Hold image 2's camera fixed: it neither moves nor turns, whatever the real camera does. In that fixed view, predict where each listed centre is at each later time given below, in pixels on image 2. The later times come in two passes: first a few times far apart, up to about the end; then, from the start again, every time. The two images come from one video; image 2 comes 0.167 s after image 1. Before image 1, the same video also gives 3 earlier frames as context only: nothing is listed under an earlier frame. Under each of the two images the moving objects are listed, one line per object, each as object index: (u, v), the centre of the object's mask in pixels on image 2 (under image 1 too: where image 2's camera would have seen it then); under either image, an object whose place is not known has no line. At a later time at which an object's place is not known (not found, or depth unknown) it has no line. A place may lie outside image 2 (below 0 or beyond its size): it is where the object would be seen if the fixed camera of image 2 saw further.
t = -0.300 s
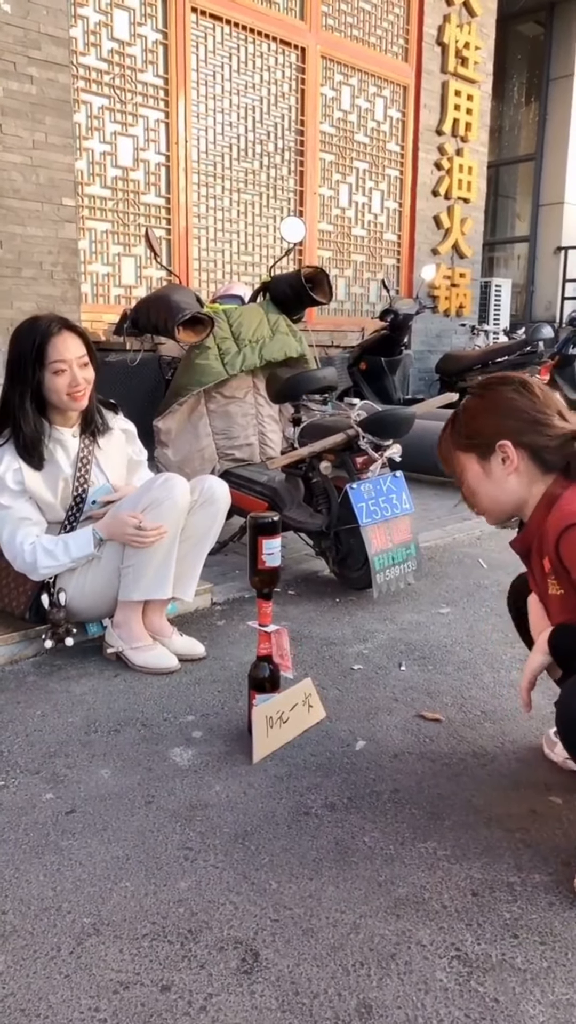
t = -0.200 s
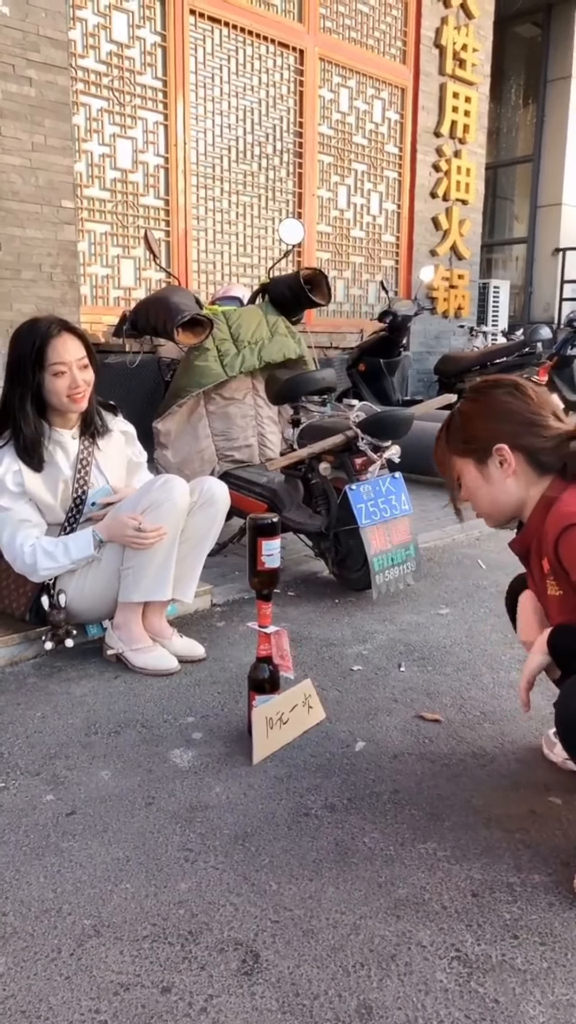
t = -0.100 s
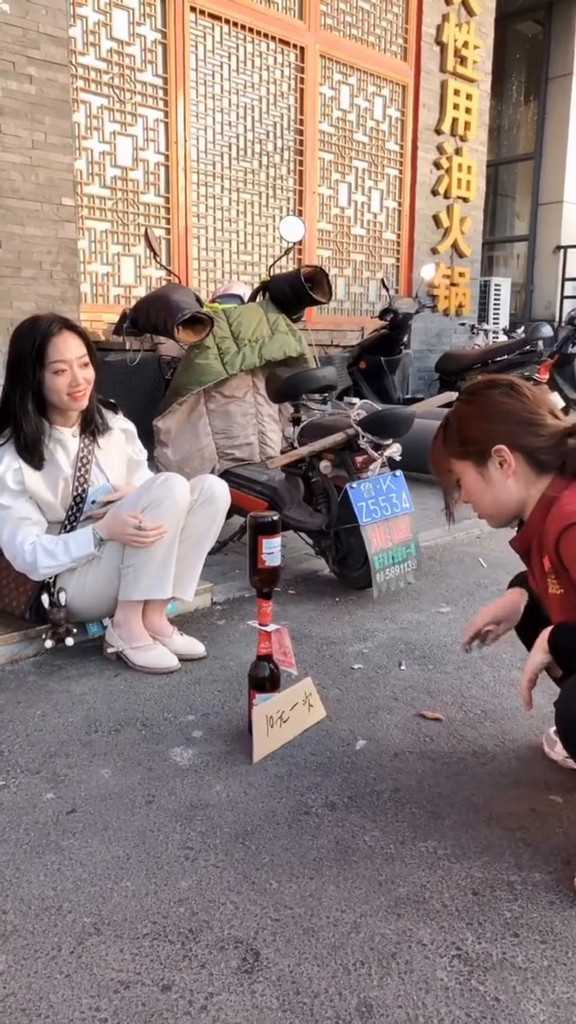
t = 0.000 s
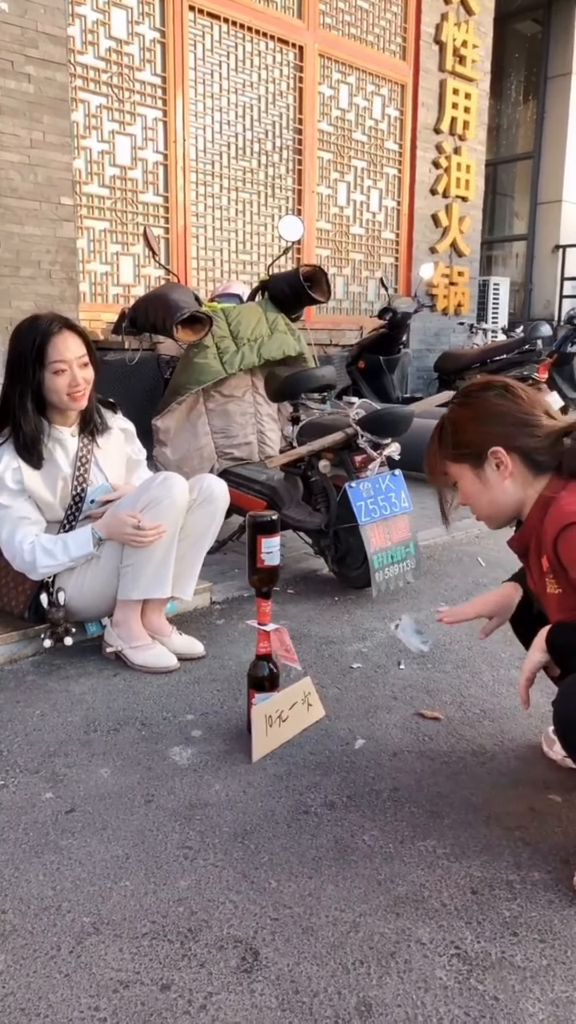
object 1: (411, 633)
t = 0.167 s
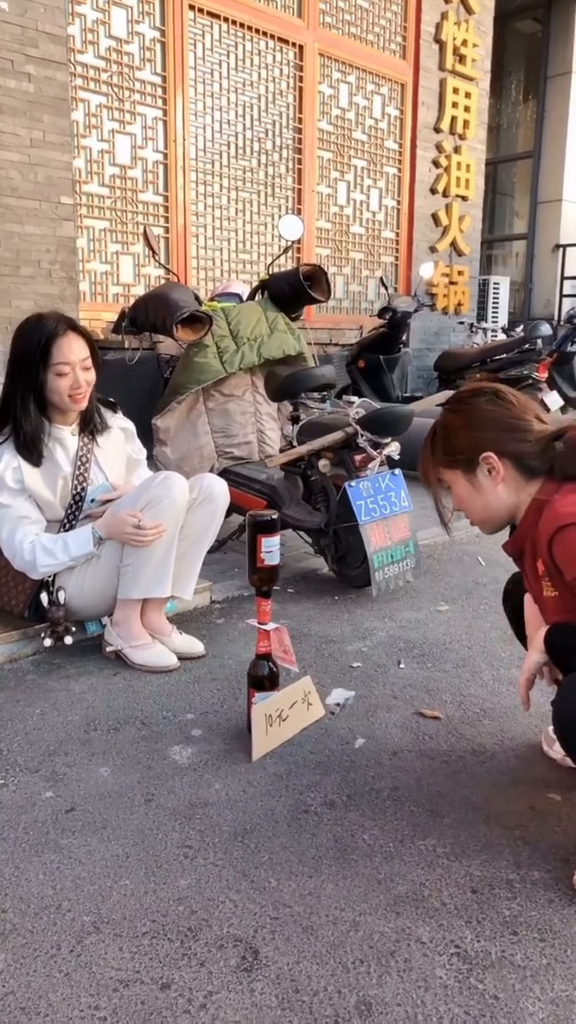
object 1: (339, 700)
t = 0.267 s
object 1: (320, 770)
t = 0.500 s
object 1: (320, 780)
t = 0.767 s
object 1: (319, 779)
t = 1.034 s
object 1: (319, 779)
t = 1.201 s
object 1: (319, 779)
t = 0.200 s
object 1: (333, 724)
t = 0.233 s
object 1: (327, 751)
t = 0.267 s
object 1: (320, 770)
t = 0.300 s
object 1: (319, 767)
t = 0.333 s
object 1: (319, 767)
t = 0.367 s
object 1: (321, 770)
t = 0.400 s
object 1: (321, 777)
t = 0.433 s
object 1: (321, 783)
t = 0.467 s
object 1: (321, 782)
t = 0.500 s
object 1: (320, 780)
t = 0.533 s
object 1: (319, 779)
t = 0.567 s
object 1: (319, 779)
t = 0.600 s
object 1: (319, 779)
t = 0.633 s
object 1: (319, 779)
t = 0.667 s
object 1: (319, 779)
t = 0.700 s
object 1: (319, 779)
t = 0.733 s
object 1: (319, 779)
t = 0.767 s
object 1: (319, 779)
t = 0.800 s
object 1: (319, 779)
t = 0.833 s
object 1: (319, 779)
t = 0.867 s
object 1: (319, 779)
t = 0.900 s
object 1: (319, 779)
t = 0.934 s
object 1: (319, 779)
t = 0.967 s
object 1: (319, 779)
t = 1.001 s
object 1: (319, 779)
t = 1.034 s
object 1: (319, 779)
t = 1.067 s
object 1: (319, 779)
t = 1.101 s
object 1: (319, 779)
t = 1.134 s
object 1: (318, 779)
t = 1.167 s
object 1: (318, 779)
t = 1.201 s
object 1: (319, 779)
